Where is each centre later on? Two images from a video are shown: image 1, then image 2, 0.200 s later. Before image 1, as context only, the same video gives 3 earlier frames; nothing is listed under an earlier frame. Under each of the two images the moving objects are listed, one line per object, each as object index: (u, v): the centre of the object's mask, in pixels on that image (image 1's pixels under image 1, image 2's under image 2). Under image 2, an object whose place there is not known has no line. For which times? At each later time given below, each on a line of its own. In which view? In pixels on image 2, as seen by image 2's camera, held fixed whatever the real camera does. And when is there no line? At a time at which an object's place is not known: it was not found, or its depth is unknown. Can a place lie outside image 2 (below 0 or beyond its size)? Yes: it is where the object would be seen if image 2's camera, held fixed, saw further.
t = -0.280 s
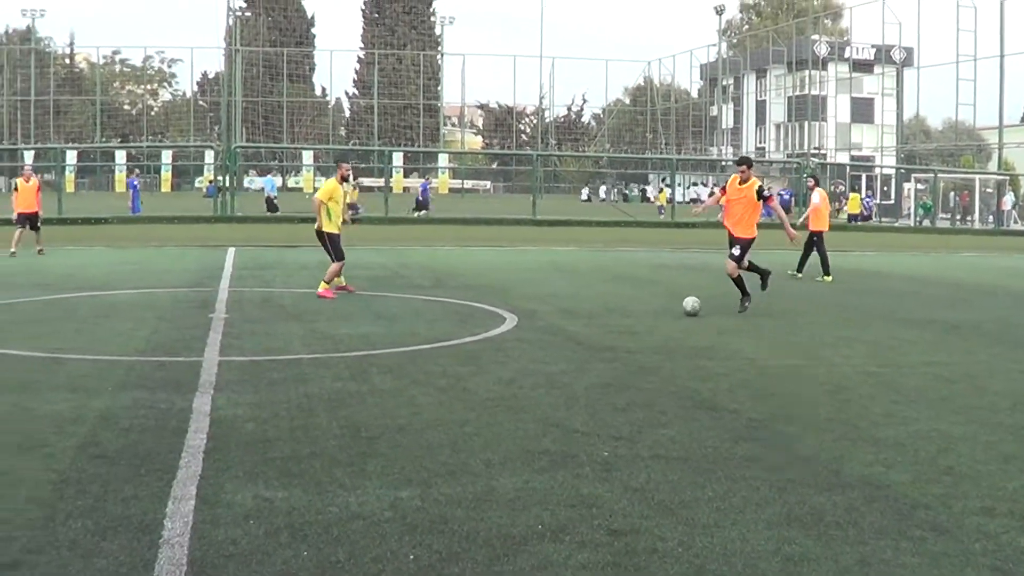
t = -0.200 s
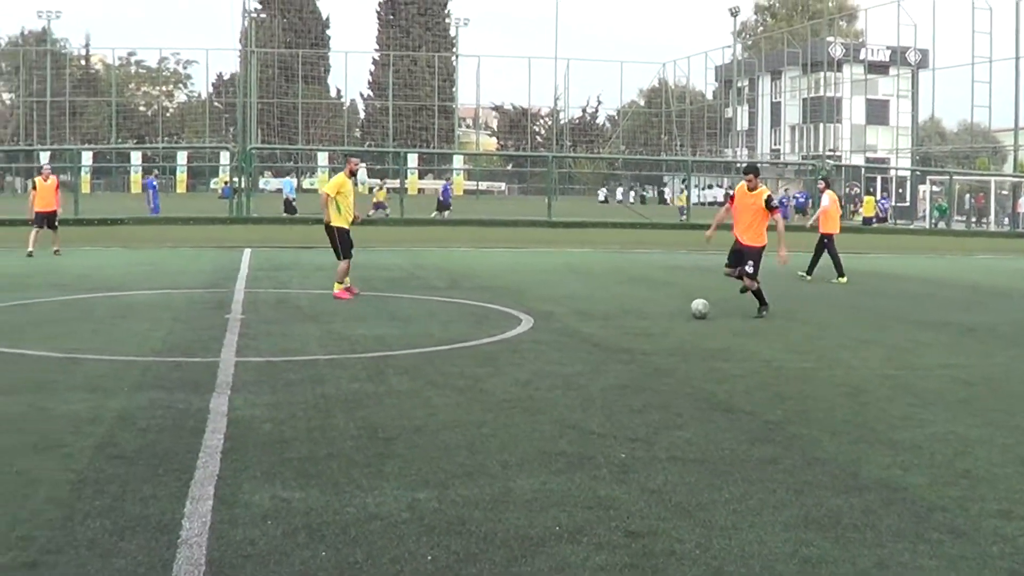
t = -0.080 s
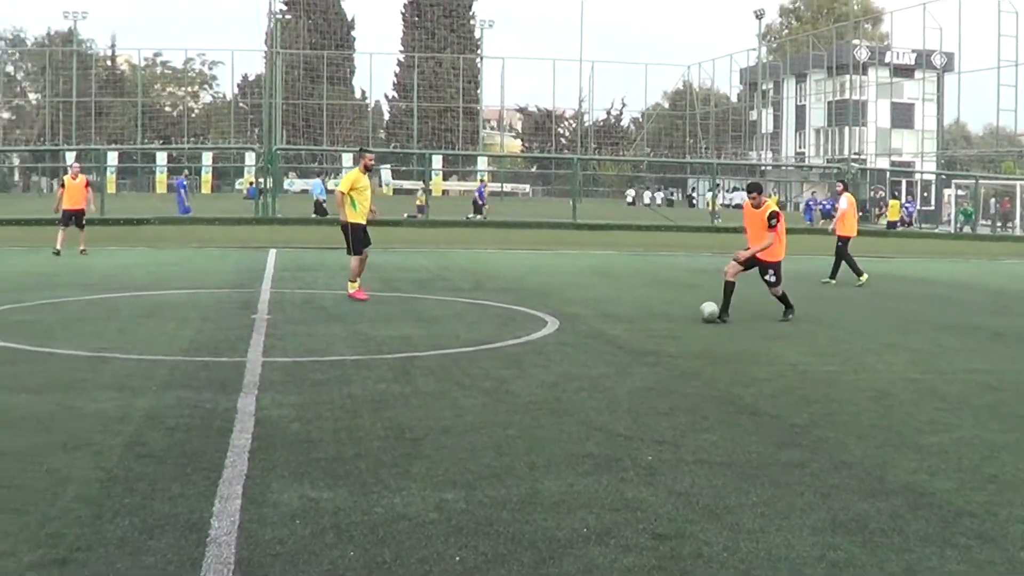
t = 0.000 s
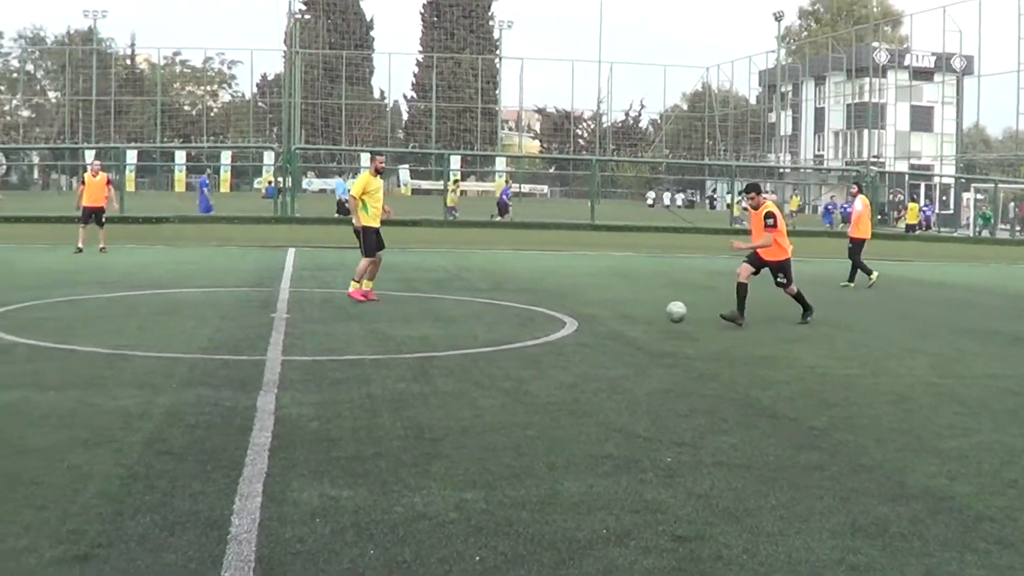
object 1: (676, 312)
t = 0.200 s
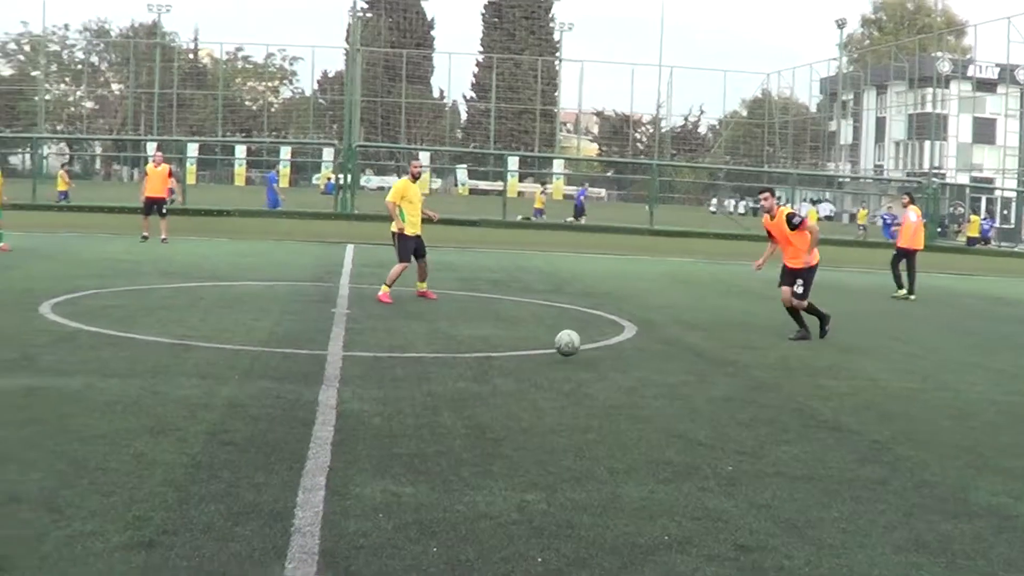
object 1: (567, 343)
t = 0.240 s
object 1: (526, 356)
